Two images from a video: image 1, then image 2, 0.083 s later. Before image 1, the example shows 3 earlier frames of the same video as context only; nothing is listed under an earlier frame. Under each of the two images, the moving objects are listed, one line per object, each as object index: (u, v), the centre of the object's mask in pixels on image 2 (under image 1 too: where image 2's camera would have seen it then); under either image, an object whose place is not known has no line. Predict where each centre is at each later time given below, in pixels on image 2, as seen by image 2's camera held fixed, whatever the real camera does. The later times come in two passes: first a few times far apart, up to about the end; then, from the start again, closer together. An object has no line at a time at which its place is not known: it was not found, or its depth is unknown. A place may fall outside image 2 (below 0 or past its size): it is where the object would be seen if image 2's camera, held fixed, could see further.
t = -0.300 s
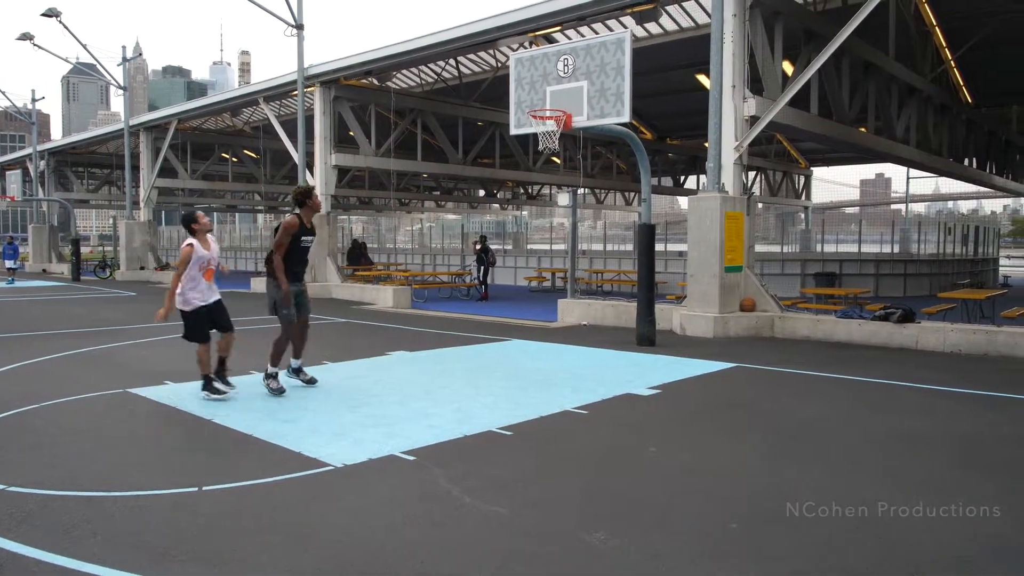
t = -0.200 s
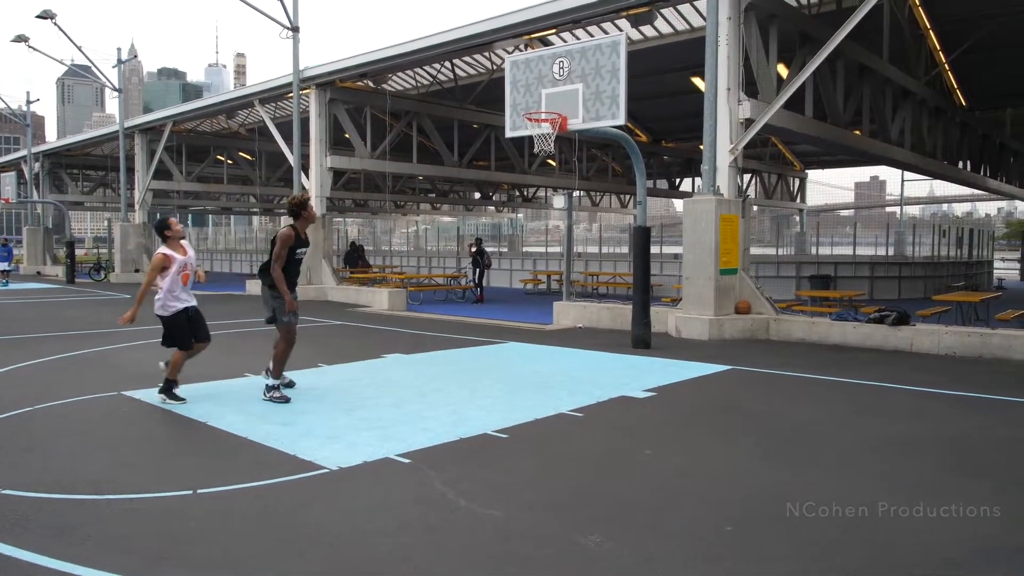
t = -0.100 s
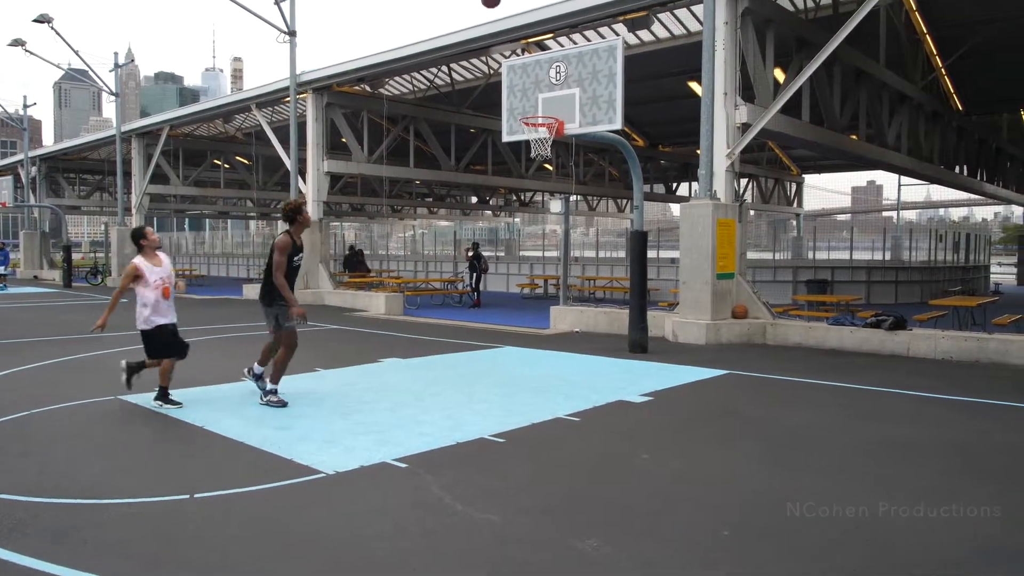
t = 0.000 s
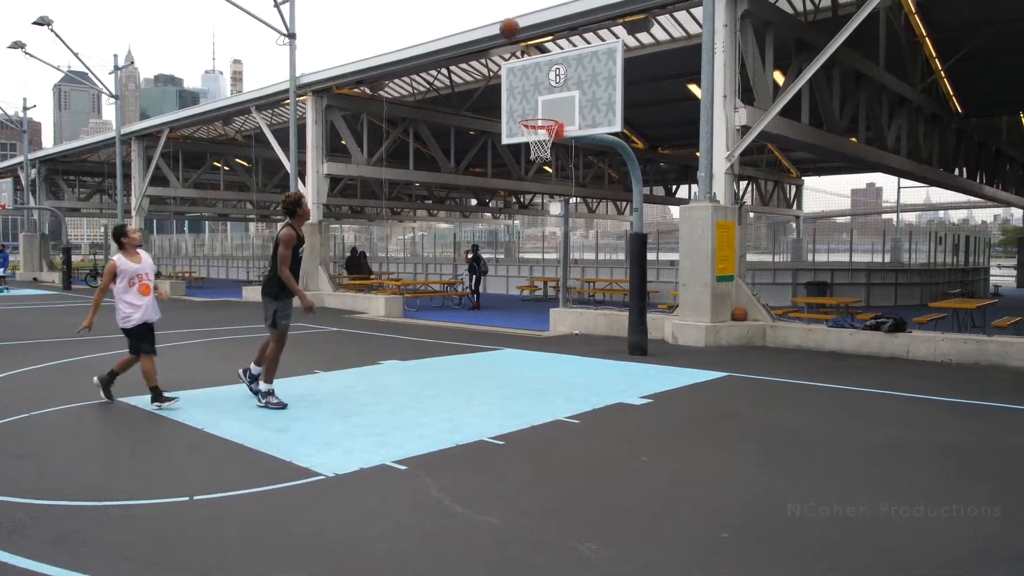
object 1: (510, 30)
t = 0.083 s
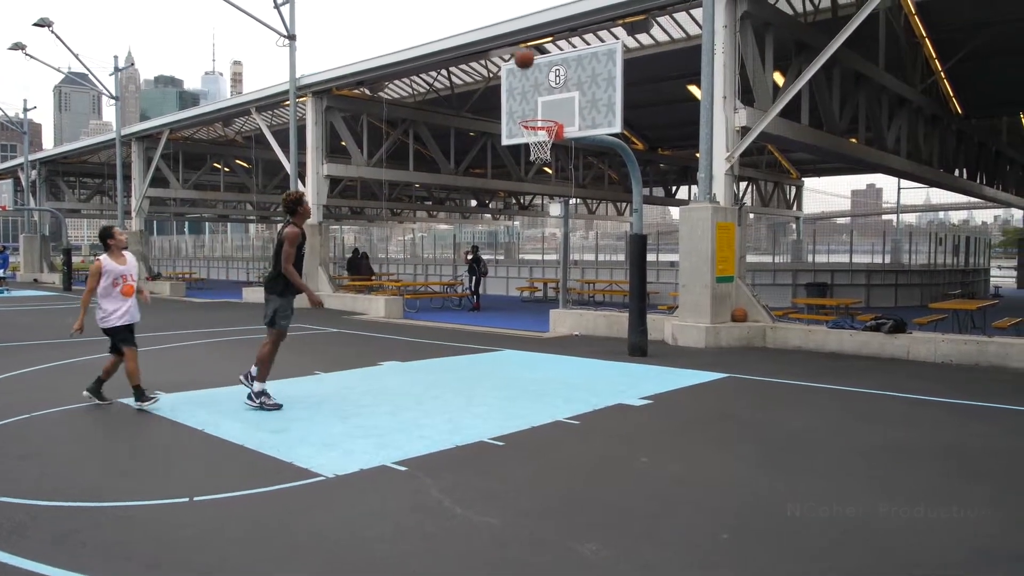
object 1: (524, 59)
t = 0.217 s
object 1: (547, 113)
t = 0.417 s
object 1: (520, 134)
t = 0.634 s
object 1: (534, 151)
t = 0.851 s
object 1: (553, 201)
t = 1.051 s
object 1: (570, 282)
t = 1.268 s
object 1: (586, 341)
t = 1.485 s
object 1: (603, 271)
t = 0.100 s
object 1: (527, 66)
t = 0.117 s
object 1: (530, 72)
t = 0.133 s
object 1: (533, 79)
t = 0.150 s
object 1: (536, 86)
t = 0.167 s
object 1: (538, 93)
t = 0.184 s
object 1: (541, 100)
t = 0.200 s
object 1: (544, 107)
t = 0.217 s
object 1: (547, 113)
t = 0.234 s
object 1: (550, 120)
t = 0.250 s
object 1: (544, 124)
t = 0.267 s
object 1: (538, 127)
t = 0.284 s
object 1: (533, 130)
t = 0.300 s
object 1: (527, 131)
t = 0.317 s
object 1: (523, 130)
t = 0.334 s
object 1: (520, 134)
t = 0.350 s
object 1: (519, 133)
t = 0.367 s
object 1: (519, 134)
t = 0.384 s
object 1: (519, 133)
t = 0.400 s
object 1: (519, 134)
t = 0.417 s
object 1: (520, 134)
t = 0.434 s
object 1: (520, 134)
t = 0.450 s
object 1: (521, 135)
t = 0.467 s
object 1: (521, 135)
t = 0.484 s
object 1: (522, 138)
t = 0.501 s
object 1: (523, 139)
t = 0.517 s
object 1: (525, 139)
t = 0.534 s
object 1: (526, 139)
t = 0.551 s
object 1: (527, 141)
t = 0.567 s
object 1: (528, 141)
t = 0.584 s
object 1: (529, 143)
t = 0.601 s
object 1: (531, 146)
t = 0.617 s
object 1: (538, 149)
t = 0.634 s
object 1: (534, 151)
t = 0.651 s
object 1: (536, 153)
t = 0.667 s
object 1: (538, 157)
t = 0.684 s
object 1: (539, 159)
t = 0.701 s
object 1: (541, 160)
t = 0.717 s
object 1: (542, 165)
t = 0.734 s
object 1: (543, 169)
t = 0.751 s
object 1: (544, 172)
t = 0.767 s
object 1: (545, 175)
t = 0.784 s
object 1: (548, 181)
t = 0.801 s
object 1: (550, 185)
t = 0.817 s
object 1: (551, 190)
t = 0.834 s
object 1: (552, 196)
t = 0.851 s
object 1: (553, 201)
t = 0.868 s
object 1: (554, 207)
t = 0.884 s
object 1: (555, 213)
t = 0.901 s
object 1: (557, 220)
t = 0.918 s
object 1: (559, 225)
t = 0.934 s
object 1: (559, 232)
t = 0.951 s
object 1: (561, 238)
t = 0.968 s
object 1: (563, 245)
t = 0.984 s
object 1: (564, 253)
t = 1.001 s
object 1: (566, 260)
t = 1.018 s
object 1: (566, 266)
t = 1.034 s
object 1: (569, 274)
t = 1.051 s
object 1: (570, 282)
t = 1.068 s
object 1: (573, 291)
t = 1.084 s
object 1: (573, 299)
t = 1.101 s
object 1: (573, 307)
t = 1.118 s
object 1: (575, 316)
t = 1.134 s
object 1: (577, 325)
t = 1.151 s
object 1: (579, 335)
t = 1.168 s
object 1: (579, 344)
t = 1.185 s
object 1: (580, 353)
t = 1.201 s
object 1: (581, 364)
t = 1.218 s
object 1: (582, 364)
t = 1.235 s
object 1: (583, 357)
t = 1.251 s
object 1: (584, 349)
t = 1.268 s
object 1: (586, 341)
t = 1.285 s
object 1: (588, 334)
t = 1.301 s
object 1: (589, 329)
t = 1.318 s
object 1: (590, 322)
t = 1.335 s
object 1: (591, 316)
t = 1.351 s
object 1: (592, 310)
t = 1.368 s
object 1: (593, 303)
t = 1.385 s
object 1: (594, 298)
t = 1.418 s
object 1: (598, 288)
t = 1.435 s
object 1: (600, 284)
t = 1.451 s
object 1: (600, 279)
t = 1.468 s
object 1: (601, 275)
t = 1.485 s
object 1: (603, 271)
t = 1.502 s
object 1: (603, 267)
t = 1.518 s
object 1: (605, 263)
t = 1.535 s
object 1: (606, 260)
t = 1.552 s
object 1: (606, 256)
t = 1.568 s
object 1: (608, 253)
